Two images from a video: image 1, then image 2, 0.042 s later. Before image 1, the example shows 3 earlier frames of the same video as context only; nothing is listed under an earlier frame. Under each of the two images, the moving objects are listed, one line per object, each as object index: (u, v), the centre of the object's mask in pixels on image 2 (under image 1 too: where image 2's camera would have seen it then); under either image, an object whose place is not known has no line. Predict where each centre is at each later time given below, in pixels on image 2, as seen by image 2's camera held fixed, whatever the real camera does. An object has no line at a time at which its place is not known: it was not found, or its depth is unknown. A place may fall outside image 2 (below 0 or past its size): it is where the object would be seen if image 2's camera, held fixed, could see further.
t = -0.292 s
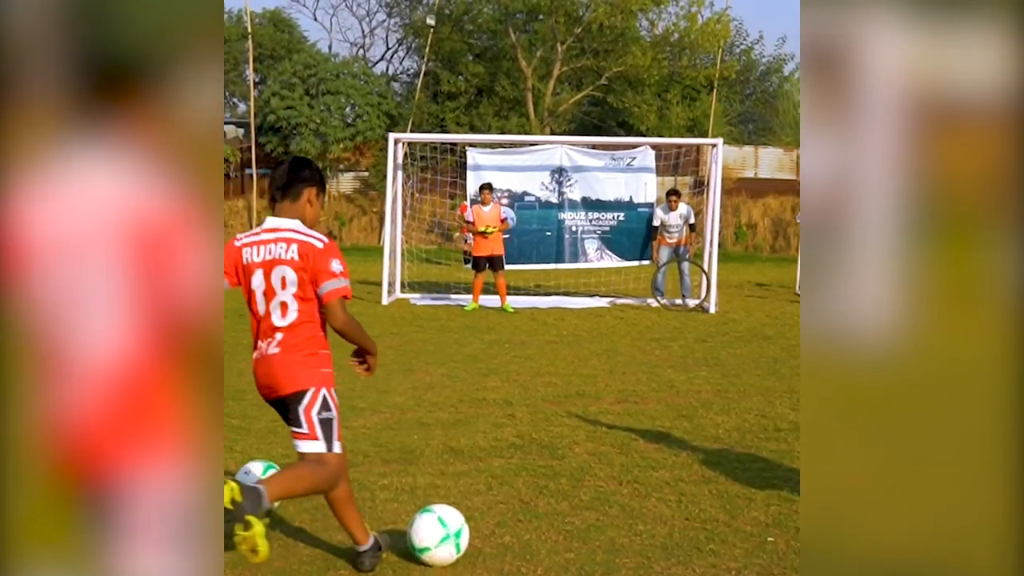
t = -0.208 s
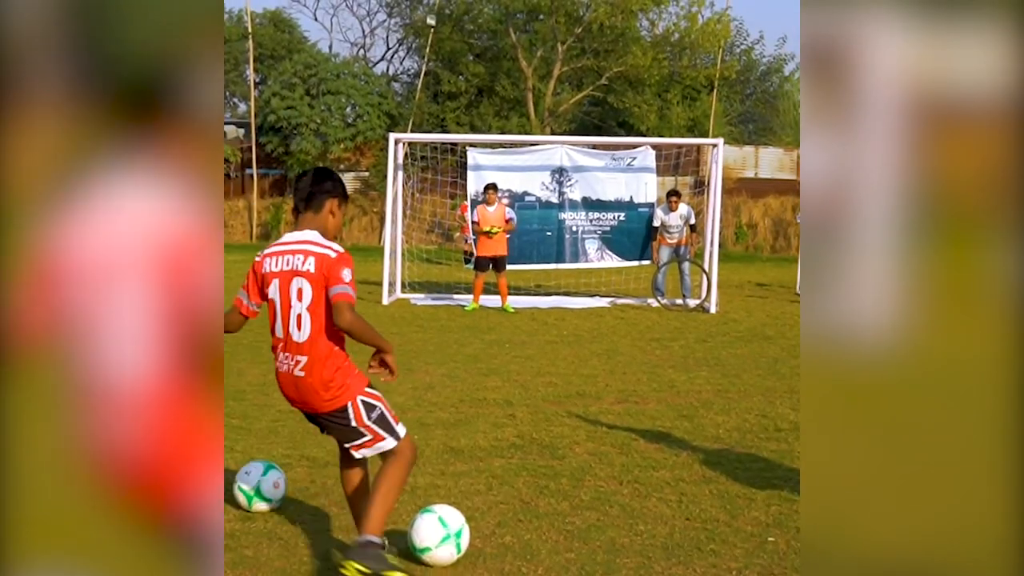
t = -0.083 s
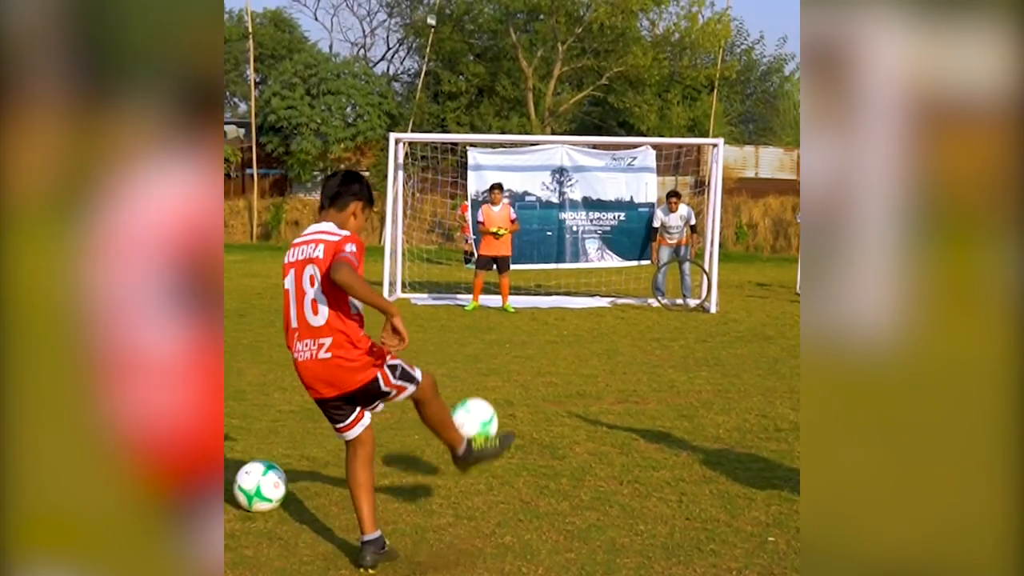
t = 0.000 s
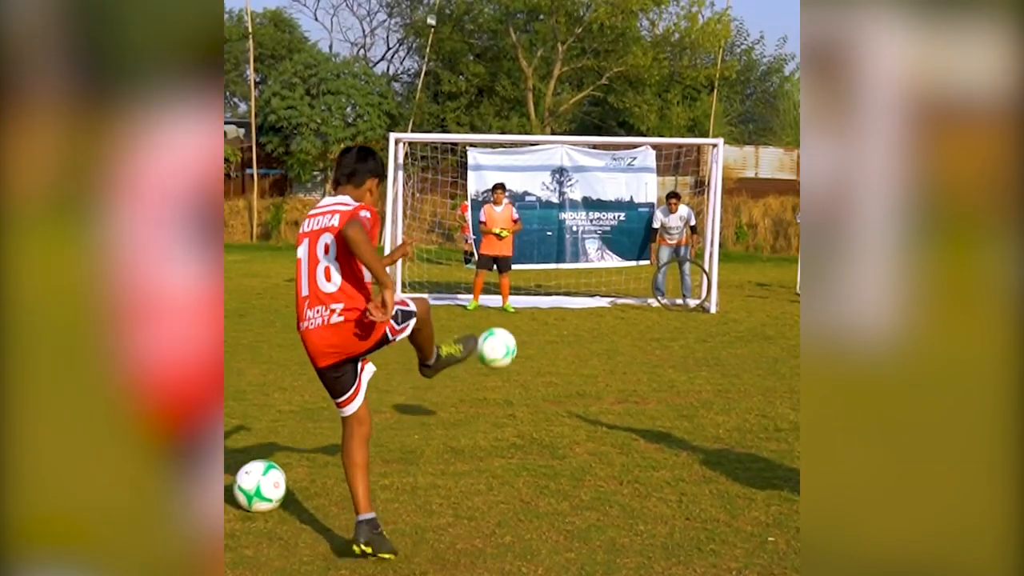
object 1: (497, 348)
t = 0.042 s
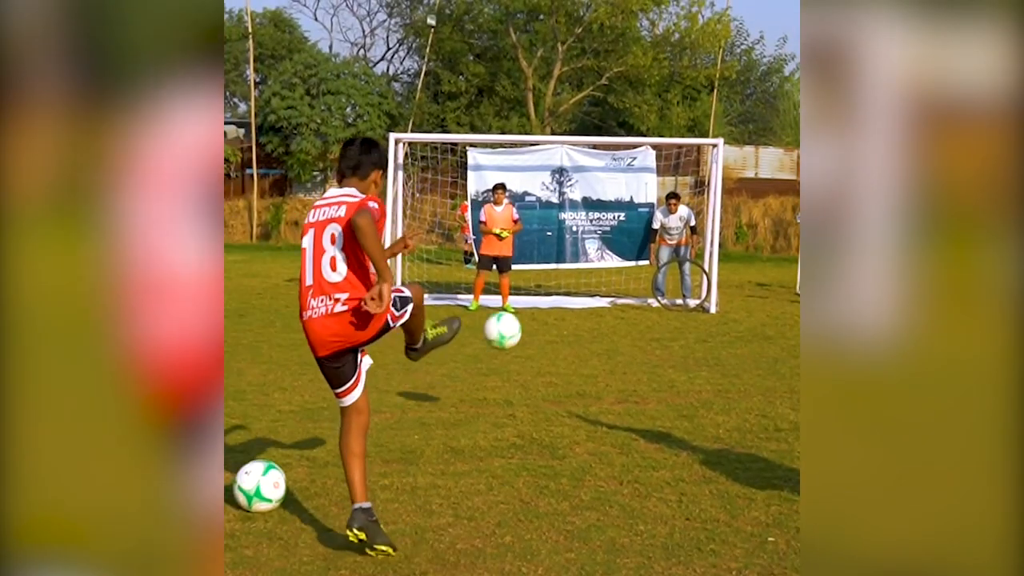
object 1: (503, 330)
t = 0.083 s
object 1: (508, 318)
